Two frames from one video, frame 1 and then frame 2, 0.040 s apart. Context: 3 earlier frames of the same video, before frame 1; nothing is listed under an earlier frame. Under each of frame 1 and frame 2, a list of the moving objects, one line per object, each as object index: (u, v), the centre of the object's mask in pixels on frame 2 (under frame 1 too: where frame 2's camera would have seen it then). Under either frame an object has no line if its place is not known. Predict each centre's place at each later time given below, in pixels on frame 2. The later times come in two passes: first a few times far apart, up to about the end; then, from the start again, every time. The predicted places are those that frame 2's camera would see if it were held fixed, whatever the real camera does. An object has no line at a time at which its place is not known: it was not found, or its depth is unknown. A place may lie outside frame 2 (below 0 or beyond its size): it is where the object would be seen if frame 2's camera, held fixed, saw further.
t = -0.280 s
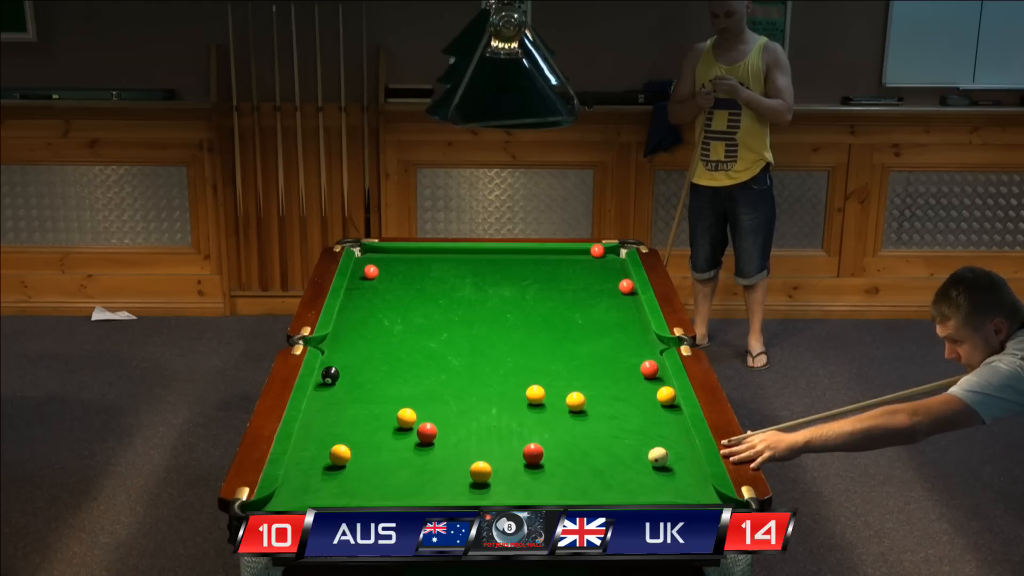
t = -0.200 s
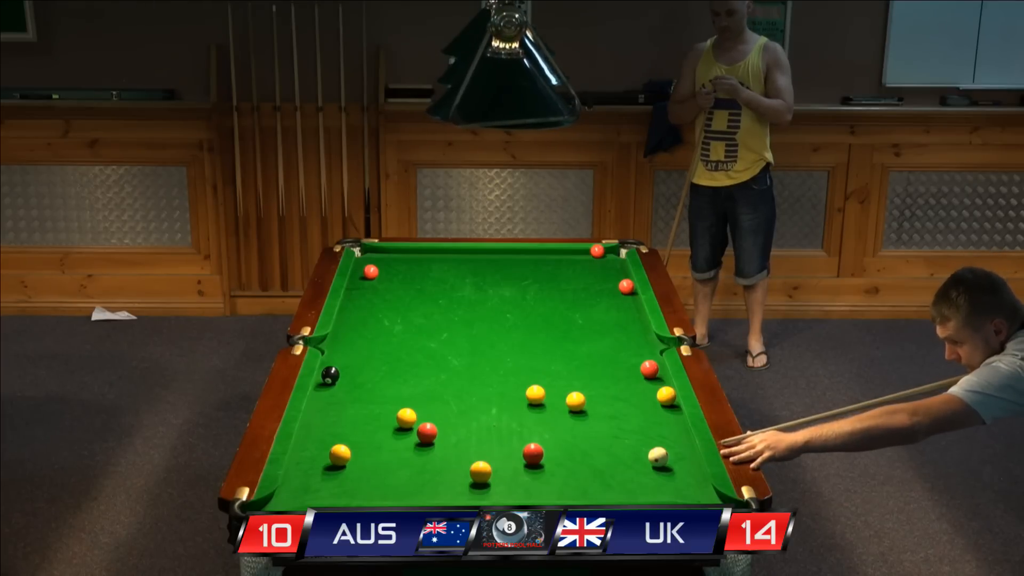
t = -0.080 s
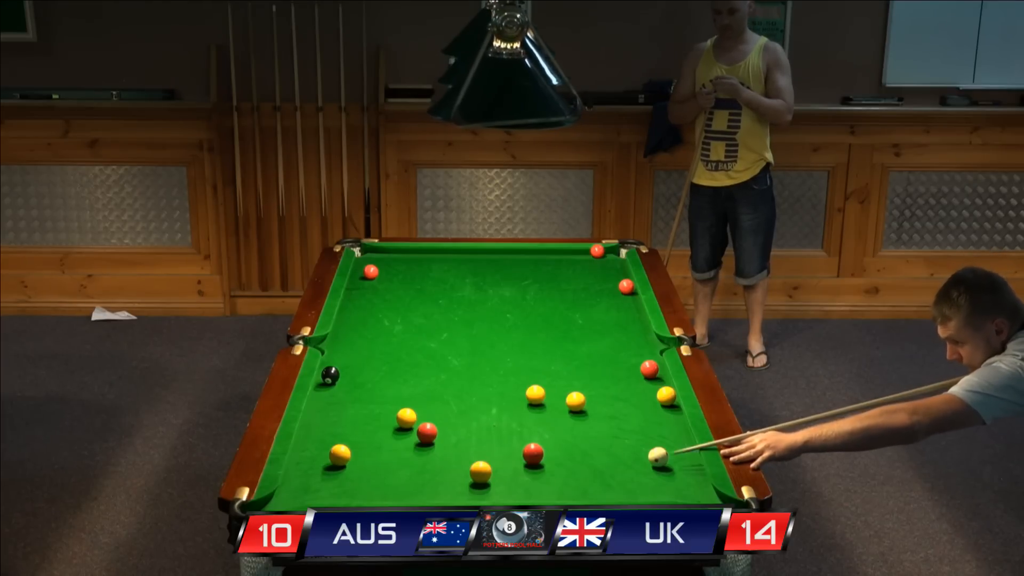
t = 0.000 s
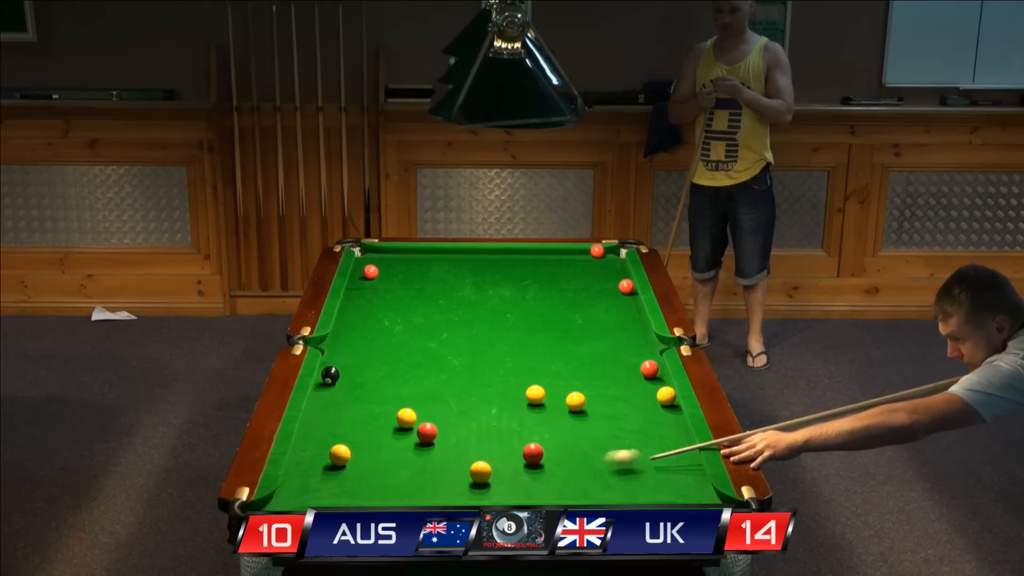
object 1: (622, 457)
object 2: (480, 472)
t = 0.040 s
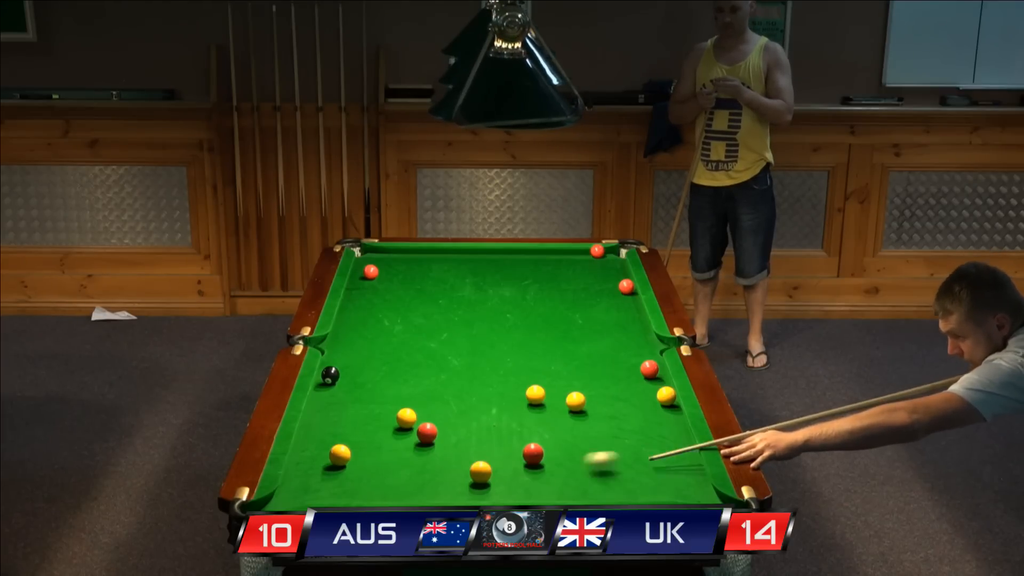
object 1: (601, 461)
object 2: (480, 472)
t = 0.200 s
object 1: (524, 466)
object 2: (480, 472)
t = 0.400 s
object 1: (486, 464)
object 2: (438, 480)
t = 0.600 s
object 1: (462, 459)
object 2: (386, 489)
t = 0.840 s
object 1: (436, 454)
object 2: (326, 496)
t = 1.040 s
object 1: (416, 451)
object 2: (289, 494)
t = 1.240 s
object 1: (399, 448)
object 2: (300, 494)
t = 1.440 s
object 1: (383, 445)
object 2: (319, 493)
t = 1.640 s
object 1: (370, 443)
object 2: (336, 494)
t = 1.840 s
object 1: (358, 441)
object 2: (351, 494)
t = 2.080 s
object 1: (347, 438)
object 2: (366, 494)
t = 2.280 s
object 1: (338, 436)
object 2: (376, 494)
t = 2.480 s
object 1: (333, 436)
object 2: (383, 495)
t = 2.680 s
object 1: (329, 435)
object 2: (389, 495)
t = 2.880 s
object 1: (327, 435)
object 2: (393, 495)
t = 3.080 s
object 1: (326, 435)
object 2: (394, 495)
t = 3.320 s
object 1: (326, 435)
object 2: (394, 495)
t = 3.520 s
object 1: (326, 435)
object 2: (394, 495)
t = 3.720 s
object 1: (326, 435)
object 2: (394, 495)
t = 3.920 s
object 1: (326, 435)
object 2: (394, 495)
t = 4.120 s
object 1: (326, 435)
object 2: (394, 495)
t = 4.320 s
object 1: (326, 435)
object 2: (394, 495)
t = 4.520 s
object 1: (326, 435)
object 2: (394, 495)
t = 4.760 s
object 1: (326, 435)
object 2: (394, 495)
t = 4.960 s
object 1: (326, 435)
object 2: (394, 495)
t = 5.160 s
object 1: (326, 435)
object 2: (394, 495)
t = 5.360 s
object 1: (326, 435)
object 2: (394, 495)
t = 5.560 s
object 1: (326, 435)
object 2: (394, 495)
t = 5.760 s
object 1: (326, 435)
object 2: (394, 495)
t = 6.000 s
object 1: (326, 435)
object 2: (394, 495)
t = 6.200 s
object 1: (326, 435)
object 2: (394, 495)
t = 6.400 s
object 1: (326, 435)
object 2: (394, 495)
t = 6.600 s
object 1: (326, 435)
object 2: (394, 495)
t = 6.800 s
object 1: (326, 435)
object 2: (394, 495)
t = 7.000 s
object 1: (326, 435)
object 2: (394, 495)
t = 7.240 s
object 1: (326, 435)
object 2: (394, 495)
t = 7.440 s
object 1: (326, 435)
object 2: (394, 495)
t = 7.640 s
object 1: (326, 435)
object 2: (394, 495)
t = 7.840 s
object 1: (326, 435)
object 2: (394, 495)
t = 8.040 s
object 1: (326, 435)
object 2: (394, 495)
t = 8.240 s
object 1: (326, 435)
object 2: (394, 495)
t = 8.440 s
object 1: (326, 435)
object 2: (394, 495)
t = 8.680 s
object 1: (326, 435)
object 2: (394, 495)
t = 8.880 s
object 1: (326, 435)
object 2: (394, 495)
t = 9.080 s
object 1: (326, 435)
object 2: (394, 495)
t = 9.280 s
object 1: (326, 435)
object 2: (394, 495)
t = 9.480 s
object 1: (326, 435)
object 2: (394, 495)
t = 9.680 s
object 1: (326, 435)
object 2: (394, 495)
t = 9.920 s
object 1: (326, 435)
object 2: (394, 495)
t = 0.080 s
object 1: (580, 462)
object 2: (480, 472)
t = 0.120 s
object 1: (561, 464)
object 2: (480, 472)
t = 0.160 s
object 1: (544, 464)
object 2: (480, 472)
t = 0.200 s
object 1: (524, 466)
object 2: (480, 472)
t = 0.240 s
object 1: (506, 468)
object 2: (480, 472)
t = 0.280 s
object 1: (499, 468)
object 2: (472, 473)
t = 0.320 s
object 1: (495, 466)
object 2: (459, 476)
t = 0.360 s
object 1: (490, 465)
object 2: (448, 478)
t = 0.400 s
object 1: (486, 464)
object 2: (438, 480)
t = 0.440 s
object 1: (481, 463)
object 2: (428, 482)
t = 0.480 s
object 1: (476, 462)
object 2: (417, 484)
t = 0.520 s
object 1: (471, 461)
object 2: (407, 486)
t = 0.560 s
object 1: (466, 460)
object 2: (396, 488)
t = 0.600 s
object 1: (462, 459)
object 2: (386, 489)
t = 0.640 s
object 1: (457, 458)
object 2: (376, 491)
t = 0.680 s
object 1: (452, 457)
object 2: (365, 492)
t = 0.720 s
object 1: (448, 457)
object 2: (355, 493)
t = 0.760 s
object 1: (444, 456)
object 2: (345, 494)
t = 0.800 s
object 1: (440, 455)
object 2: (335, 496)
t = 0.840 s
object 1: (436, 454)
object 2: (326, 496)
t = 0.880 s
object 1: (432, 454)
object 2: (318, 495)
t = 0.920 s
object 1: (428, 453)
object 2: (311, 495)
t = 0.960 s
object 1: (424, 453)
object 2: (304, 495)
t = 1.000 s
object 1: (420, 451)
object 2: (297, 495)
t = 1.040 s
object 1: (416, 451)
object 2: (289, 494)
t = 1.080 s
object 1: (413, 450)
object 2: (285, 494)
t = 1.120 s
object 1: (409, 450)
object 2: (288, 494)
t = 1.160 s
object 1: (406, 449)
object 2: (292, 494)
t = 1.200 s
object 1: (402, 449)
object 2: (296, 494)
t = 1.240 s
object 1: (399, 448)
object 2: (300, 494)
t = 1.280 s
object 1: (396, 447)
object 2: (304, 494)
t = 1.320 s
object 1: (393, 447)
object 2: (308, 494)
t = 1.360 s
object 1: (389, 446)
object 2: (312, 493)
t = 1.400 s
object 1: (386, 446)
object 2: (315, 493)
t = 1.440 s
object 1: (383, 445)
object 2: (319, 493)
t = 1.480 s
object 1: (381, 444)
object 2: (323, 493)
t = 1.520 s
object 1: (378, 444)
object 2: (326, 493)
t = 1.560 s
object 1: (375, 444)
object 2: (330, 493)
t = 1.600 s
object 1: (372, 443)
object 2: (333, 494)
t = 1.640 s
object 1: (370, 443)
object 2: (336, 494)
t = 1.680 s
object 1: (367, 442)
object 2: (339, 494)
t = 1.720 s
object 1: (365, 442)
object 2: (342, 494)
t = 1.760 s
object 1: (362, 441)
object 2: (345, 494)
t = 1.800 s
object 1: (360, 441)
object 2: (348, 494)
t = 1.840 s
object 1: (358, 441)
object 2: (351, 494)
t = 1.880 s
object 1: (356, 440)
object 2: (353, 494)
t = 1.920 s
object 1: (354, 440)
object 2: (356, 494)
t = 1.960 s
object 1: (352, 439)
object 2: (359, 494)
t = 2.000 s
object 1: (350, 439)
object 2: (361, 494)
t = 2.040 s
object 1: (348, 438)
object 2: (363, 494)
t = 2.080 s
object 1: (347, 438)
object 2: (366, 494)
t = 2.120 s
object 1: (345, 437)
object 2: (368, 494)
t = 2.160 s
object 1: (343, 437)
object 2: (370, 494)
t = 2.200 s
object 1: (341, 436)
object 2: (372, 494)
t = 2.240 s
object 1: (340, 436)
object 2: (374, 494)
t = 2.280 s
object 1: (338, 436)
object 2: (376, 494)
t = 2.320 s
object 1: (337, 436)
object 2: (377, 494)
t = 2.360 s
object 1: (336, 436)
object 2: (379, 494)
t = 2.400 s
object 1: (335, 436)
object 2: (381, 495)
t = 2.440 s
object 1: (333, 436)
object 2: (382, 495)
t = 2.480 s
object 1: (333, 436)
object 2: (383, 495)
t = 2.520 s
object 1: (332, 436)
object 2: (385, 495)
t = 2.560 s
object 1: (331, 436)
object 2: (386, 495)
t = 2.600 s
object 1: (330, 436)
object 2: (387, 495)
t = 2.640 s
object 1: (330, 436)
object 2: (388, 495)
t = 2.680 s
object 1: (329, 435)
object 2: (389, 495)
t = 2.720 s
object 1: (329, 435)
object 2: (390, 495)
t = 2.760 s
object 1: (328, 435)
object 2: (391, 495)
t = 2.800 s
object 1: (328, 435)
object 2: (392, 495)
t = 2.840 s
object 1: (327, 435)
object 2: (393, 495)
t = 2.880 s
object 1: (327, 435)
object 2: (393, 495)
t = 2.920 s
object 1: (327, 435)
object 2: (394, 495)
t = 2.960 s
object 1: (327, 435)
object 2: (394, 495)
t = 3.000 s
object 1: (326, 435)
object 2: (394, 495)
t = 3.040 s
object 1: (326, 435)
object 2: (394, 495)
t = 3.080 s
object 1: (326, 435)
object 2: (394, 495)
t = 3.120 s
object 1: (326, 435)
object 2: (394, 495)
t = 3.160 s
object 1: (326, 435)
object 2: (394, 495)
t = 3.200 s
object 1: (326, 435)
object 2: (394, 495)
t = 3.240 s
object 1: (326, 435)
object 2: (394, 495)
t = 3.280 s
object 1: (326, 435)
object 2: (394, 495)
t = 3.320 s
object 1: (326, 435)
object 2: (394, 495)
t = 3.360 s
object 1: (326, 435)
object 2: (394, 495)
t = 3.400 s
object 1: (326, 435)
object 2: (394, 495)
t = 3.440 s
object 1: (326, 435)
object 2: (394, 495)
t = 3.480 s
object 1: (326, 435)
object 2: (394, 495)
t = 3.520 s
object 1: (326, 435)
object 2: (394, 495)
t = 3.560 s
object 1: (326, 435)
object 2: (394, 495)
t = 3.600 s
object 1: (326, 435)
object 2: (394, 495)
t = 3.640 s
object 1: (326, 435)
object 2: (394, 495)
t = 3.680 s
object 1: (326, 435)
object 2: (394, 495)
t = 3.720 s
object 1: (326, 435)
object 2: (394, 495)
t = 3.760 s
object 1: (326, 435)
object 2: (394, 495)
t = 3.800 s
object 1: (326, 435)
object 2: (394, 495)
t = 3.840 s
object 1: (326, 435)
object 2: (394, 495)
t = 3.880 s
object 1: (326, 435)
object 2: (394, 495)
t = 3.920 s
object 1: (326, 435)
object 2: (394, 495)
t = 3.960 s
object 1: (326, 435)
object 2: (394, 495)
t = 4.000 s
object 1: (326, 435)
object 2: (394, 495)
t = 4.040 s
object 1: (326, 435)
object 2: (394, 495)
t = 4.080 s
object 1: (326, 435)
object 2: (394, 495)
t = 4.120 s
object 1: (326, 435)
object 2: (394, 495)
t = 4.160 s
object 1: (326, 435)
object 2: (394, 495)
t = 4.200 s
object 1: (326, 435)
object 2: (394, 495)
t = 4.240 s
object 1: (326, 435)
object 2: (394, 495)
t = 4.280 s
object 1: (326, 435)
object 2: (394, 495)
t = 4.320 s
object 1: (326, 435)
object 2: (394, 495)
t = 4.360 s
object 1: (326, 435)
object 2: (394, 495)
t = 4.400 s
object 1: (326, 435)
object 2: (394, 495)
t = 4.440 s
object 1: (326, 435)
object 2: (394, 495)
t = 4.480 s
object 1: (326, 435)
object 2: (394, 495)
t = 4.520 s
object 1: (326, 435)
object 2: (394, 495)
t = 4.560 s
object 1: (326, 435)
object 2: (394, 495)
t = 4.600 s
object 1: (326, 435)
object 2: (394, 495)
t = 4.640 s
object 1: (326, 435)
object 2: (394, 495)
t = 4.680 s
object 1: (326, 435)
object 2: (394, 495)
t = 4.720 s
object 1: (326, 435)
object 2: (394, 495)
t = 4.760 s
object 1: (326, 435)
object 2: (394, 495)
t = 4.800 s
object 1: (326, 435)
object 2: (394, 495)
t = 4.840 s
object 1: (326, 435)
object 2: (394, 495)
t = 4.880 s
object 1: (326, 435)
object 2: (394, 495)
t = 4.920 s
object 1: (326, 434)
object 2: (394, 495)
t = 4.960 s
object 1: (326, 435)
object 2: (394, 495)
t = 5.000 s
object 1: (326, 435)
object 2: (394, 495)
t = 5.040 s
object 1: (326, 435)
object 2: (394, 495)
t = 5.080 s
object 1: (326, 435)
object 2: (394, 495)
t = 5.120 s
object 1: (326, 435)
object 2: (394, 495)
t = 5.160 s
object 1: (326, 435)
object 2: (394, 495)
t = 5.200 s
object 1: (326, 435)
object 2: (394, 495)
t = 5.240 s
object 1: (326, 435)
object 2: (394, 495)
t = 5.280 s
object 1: (326, 435)
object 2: (394, 495)
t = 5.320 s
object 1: (326, 435)
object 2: (394, 495)
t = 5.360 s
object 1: (326, 435)
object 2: (394, 495)
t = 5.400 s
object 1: (326, 435)
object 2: (394, 495)
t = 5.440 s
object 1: (326, 435)
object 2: (394, 495)
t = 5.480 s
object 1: (326, 435)
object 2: (394, 495)
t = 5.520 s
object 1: (326, 435)
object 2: (394, 495)
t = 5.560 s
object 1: (326, 435)
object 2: (394, 495)
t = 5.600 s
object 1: (326, 435)
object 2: (394, 495)
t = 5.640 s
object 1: (326, 435)
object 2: (394, 495)
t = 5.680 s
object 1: (326, 435)
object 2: (394, 495)
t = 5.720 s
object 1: (326, 435)
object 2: (394, 495)
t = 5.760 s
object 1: (326, 435)
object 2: (394, 495)
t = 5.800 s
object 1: (326, 435)
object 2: (394, 495)
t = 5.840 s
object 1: (326, 435)
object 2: (394, 495)
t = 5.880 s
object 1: (326, 435)
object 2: (394, 495)
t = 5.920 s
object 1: (326, 435)
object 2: (394, 495)
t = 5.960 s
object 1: (326, 435)
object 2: (394, 495)
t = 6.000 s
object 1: (326, 435)
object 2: (394, 495)
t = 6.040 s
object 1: (326, 435)
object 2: (394, 495)
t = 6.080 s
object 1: (326, 435)
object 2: (394, 495)
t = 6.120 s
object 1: (326, 435)
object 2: (394, 495)
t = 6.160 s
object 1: (326, 435)
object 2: (394, 495)
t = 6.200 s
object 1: (326, 435)
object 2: (394, 495)
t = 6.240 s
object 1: (326, 435)
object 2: (394, 495)
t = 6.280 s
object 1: (326, 435)
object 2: (394, 495)
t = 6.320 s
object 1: (326, 435)
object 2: (394, 495)
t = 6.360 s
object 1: (326, 435)
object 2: (394, 495)
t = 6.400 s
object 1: (326, 435)
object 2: (394, 495)
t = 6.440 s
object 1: (326, 435)
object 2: (394, 495)
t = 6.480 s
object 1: (326, 435)
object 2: (394, 495)
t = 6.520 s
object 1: (326, 435)
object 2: (394, 495)
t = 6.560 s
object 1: (326, 435)
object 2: (394, 495)
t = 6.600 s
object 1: (326, 435)
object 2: (394, 495)
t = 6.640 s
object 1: (326, 435)
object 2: (394, 495)
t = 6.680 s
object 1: (326, 435)
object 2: (394, 495)
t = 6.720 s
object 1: (326, 435)
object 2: (394, 495)
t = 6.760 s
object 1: (326, 435)
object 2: (394, 495)
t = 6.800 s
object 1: (326, 435)
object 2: (394, 495)
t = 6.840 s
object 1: (326, 435)
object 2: (394, 495)
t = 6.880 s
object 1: (326, 435)
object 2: (394, 495)
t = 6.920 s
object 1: (326, 435)
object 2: (394, 495)
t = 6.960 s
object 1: (326, 435)
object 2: (394, 495)
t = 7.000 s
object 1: (326, 435)
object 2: (394, 495)
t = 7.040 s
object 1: (326, 435)
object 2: (394, 495)
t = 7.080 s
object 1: (326, 435)
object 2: (394, 495)
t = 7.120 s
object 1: (326, 435)
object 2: (394, 495)
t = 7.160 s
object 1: (326, 435)
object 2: (394, 495)
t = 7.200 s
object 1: (326, 435)
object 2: (394, 495)
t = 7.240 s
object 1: (326, 435)
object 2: (394, 495)
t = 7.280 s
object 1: (326, 435)
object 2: (394, 495)
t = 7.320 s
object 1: (326, 435)
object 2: (394, 495)
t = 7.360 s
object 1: (326, 435)
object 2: (394, 495)
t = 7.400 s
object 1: (326, 435)
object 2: (394, 495)
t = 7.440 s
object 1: (326, 435)
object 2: (394, 495)
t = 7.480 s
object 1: (326, 435)
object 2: (394, 495)
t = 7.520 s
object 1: (326, 435)
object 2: (394, 495)
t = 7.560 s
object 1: (326, 435)
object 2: (394, 495)
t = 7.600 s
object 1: (326, 435)
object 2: (394, 495)
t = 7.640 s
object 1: (326, 435)
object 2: (394, 495)
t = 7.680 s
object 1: (326, 435)
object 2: (394, 495)
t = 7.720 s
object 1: (326, 435)
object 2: (394, 495)
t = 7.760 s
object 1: (326, 435)
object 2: (394, 495)
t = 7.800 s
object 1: (326, 435)
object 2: (394, 495)
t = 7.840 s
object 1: (326, 435)
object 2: (394, 495)
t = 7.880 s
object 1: (326, 435)
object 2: (394, 495)
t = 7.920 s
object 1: (326, 435)
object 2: (394, 495)
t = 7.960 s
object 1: (326, 435)
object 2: (394, 495)
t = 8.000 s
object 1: (326, 435)
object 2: (394, 495)
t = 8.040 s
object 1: (326, 435)
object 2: (394, 495)
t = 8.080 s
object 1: (326, 435)
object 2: (394, 495)
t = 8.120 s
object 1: (326, 435)
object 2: (394, 495)
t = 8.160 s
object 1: (326, 435)
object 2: (394, 495)
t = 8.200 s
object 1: (326, 435)
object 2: (394, 495)
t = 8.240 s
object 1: (326, 435)
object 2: (394, 495)
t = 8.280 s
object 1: (326, 435)
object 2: (394, 495)
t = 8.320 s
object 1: (326, 435)
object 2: (394, 495)
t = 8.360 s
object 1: (326, 435)
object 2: (394, 495)
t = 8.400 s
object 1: (326, 435)
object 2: (394, 495)
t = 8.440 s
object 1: (326, 435)
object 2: (394, 495)
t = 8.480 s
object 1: (326, 435)
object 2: (394, 495)
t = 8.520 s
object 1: (326, 435)
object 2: (394, 495)
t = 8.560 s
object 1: (326, 435)
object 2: (394, 495)
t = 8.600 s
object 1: (326, 435)
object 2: (394, 495)
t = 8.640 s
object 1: (326, 435)
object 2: (394, 495)
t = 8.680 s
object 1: (326, 435)
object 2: (394, 495)
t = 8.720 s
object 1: (326, 435)
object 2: (394, 495)
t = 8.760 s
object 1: (326, 435)
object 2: (394, 495)
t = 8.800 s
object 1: (326, 435)
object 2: (394, 495)
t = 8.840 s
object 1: (326, 435)
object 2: (394, 495)
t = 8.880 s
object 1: (326, 435)
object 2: (394, 495)
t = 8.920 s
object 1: (326, 435)
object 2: (394, 495)
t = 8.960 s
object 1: (326, 435)
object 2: (394, 495)
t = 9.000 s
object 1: (326, 435)
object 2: (394, 495)
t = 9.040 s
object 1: (326, 435)
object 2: (394, 495)
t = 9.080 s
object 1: (326, 435)
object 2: (394, 495)
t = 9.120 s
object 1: (326, 435)
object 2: (394, 495)
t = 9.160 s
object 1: (326, 435)
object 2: (394, 495)
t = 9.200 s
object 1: (326, 435)
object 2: (394, 495)
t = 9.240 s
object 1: (326, 435)
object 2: (394, 495)
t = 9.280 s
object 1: (326, 435)
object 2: (394, 495)
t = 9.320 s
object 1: (326, 435)
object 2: (394, 495)
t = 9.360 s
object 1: (326, 435)
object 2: (394, 495)
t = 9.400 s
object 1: (326, 435)
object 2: (394, 495)
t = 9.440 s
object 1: (326, 435)
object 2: (394, 495)
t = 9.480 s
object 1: (326, 435)
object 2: (394, 495)
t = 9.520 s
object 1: (326, 435)
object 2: (394, 495)
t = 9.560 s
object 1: (326, 435)
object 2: (394, 495)
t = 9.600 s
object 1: (326, 435)
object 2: (394, 495)
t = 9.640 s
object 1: (326, 435)
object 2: (394, 495)
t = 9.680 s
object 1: (326, 435)
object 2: (394, 495)
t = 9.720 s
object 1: (326, 435)
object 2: (394, 495)
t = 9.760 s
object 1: (326, 434)
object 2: (394, 495)
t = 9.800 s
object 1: (326, 435)
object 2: (394, 495)
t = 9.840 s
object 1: (326, 435)
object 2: (394, 495)
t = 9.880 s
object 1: (326, 435)
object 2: (394, 495)
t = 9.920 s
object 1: (326, 435)
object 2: (394, 495)
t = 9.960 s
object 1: (326, 435)
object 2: (394, 495)
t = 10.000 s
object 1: (326, 435)
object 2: (394, 495)
